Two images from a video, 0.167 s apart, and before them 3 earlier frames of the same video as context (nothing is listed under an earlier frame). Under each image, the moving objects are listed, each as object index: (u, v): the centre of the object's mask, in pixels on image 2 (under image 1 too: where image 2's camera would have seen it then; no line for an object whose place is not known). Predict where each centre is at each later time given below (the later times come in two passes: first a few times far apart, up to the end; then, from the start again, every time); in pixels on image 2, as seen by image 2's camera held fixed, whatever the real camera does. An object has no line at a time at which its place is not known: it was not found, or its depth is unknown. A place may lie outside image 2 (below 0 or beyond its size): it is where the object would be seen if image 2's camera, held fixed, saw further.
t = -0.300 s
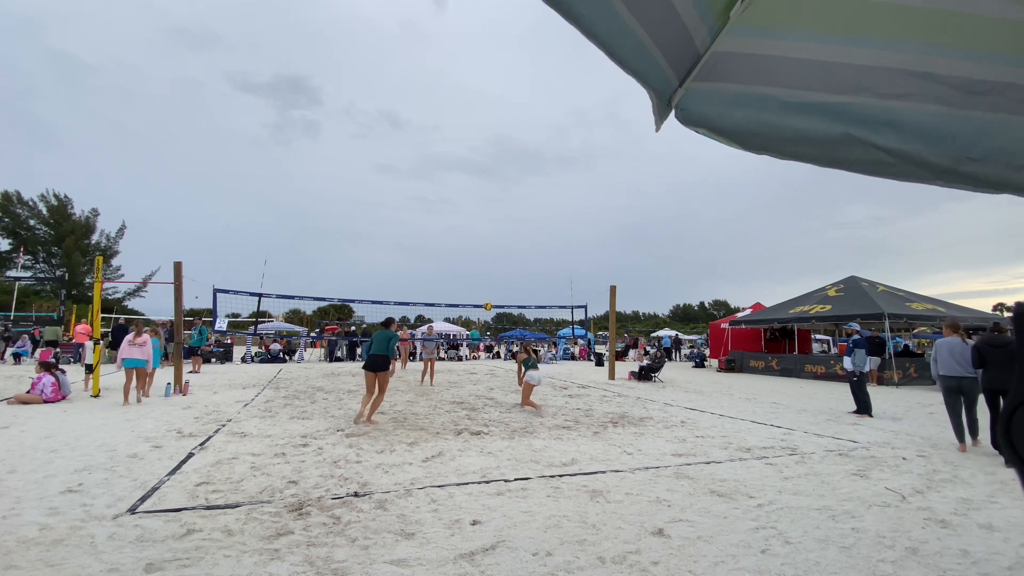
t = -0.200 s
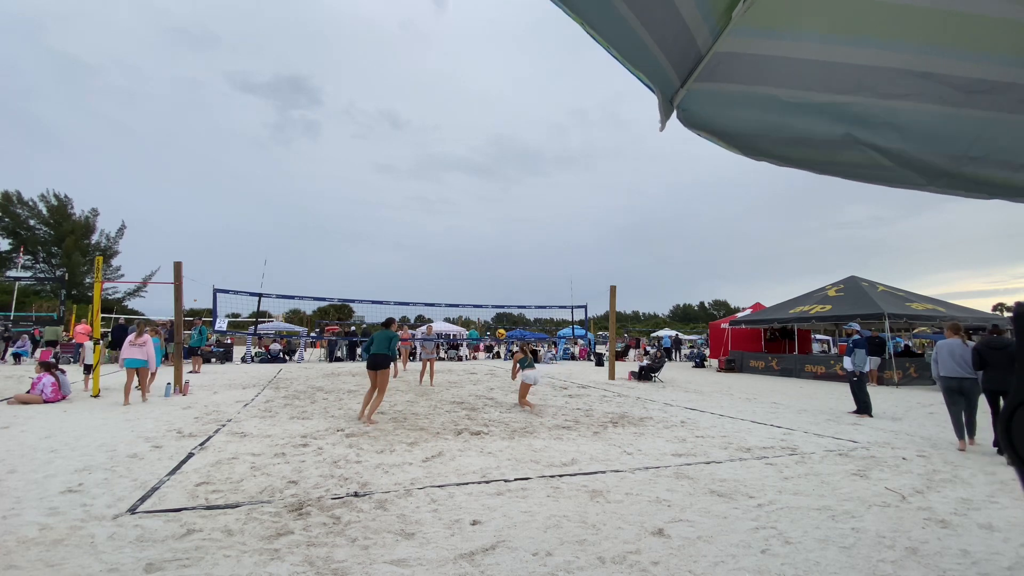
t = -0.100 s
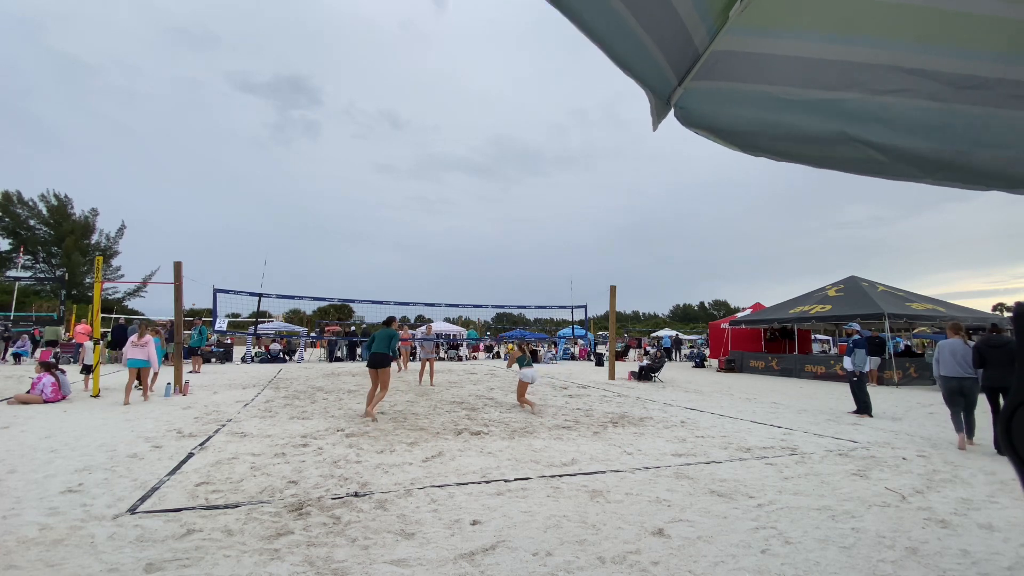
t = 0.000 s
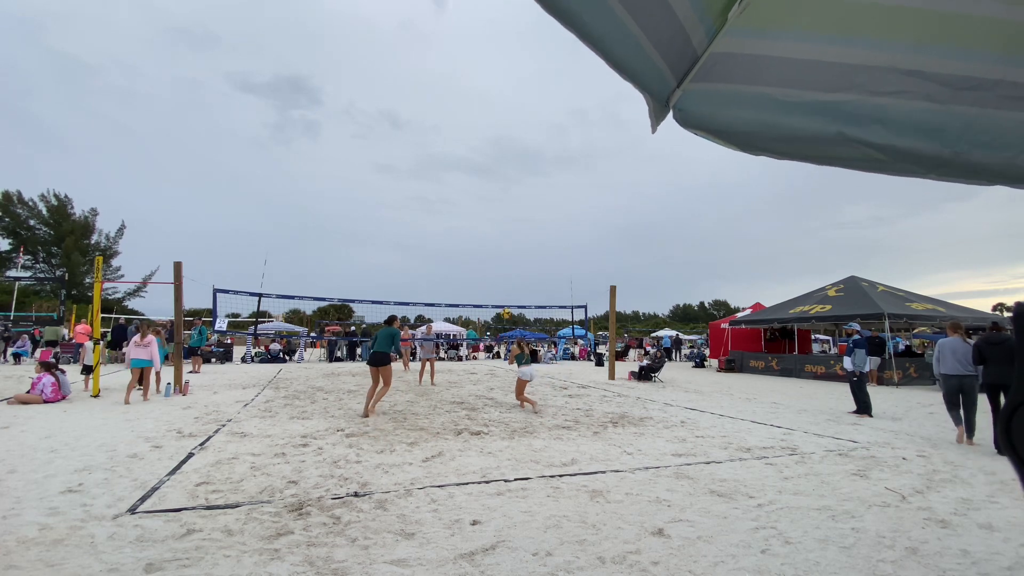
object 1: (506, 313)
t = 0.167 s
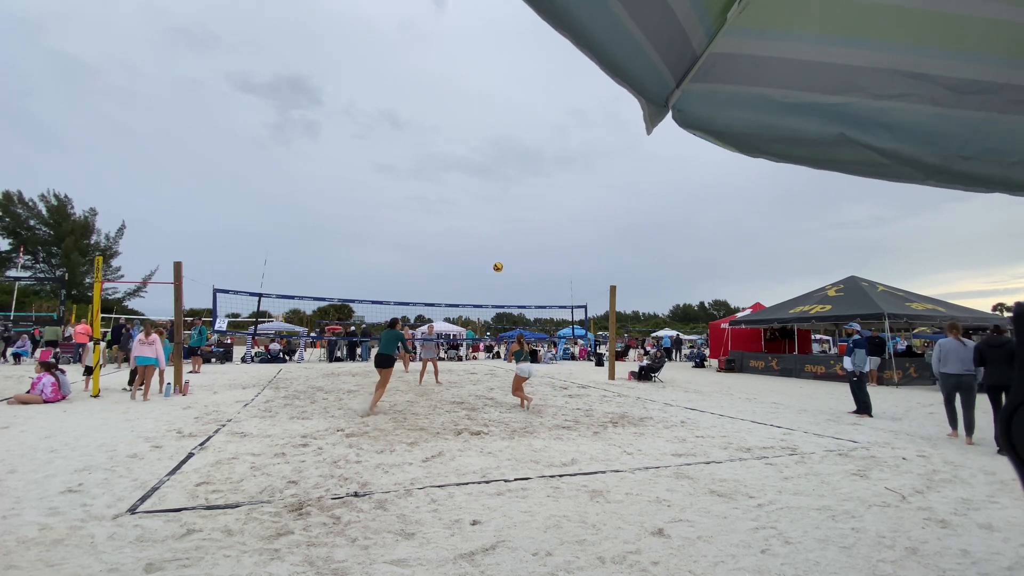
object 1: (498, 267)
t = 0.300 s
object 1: (492, 240)
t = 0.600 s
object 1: (479, 210)
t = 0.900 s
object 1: (467, 217)
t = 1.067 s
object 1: (460, 236)
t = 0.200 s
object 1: (496, 260)
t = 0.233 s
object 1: (495, 253)
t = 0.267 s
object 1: (493, 246)
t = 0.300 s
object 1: (492, 240)
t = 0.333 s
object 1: (490, 235)
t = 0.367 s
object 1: (489, 230)
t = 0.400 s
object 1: (488, 226)
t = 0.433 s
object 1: (486, 222)
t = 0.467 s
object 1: (485, 219)
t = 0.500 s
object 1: (484, 216)
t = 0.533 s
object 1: (482, 213)
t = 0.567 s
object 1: (481, 211)
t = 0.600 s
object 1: (479, 210)
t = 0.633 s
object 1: (478, 209)
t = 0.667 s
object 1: (477, 208)
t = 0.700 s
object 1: (475, 208)
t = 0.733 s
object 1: (474, 209)
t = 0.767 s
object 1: (473, 209)
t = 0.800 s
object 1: (471, 210)
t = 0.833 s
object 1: (470, 212)
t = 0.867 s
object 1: (468, 214)
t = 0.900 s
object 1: (467, 217)
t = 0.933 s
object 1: (466, 220)
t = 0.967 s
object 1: (464, 223)
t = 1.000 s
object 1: (463, 227)
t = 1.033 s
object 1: (461, 231)
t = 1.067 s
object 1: (460, 236)
